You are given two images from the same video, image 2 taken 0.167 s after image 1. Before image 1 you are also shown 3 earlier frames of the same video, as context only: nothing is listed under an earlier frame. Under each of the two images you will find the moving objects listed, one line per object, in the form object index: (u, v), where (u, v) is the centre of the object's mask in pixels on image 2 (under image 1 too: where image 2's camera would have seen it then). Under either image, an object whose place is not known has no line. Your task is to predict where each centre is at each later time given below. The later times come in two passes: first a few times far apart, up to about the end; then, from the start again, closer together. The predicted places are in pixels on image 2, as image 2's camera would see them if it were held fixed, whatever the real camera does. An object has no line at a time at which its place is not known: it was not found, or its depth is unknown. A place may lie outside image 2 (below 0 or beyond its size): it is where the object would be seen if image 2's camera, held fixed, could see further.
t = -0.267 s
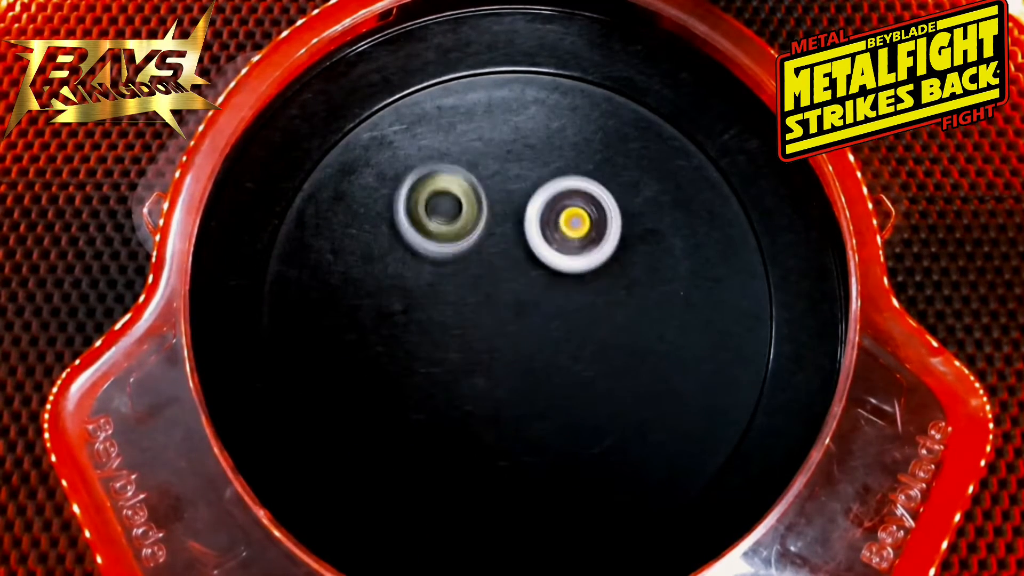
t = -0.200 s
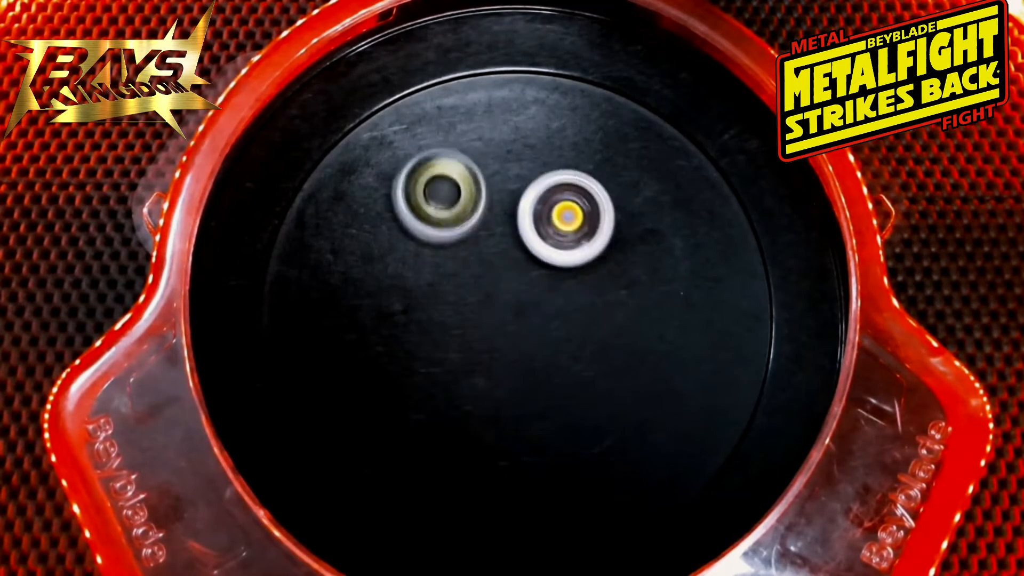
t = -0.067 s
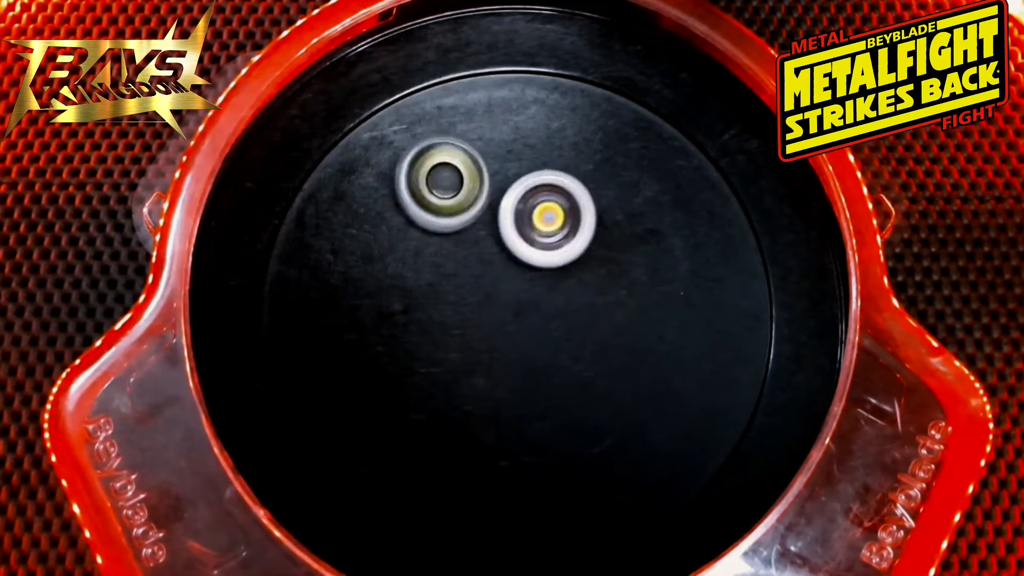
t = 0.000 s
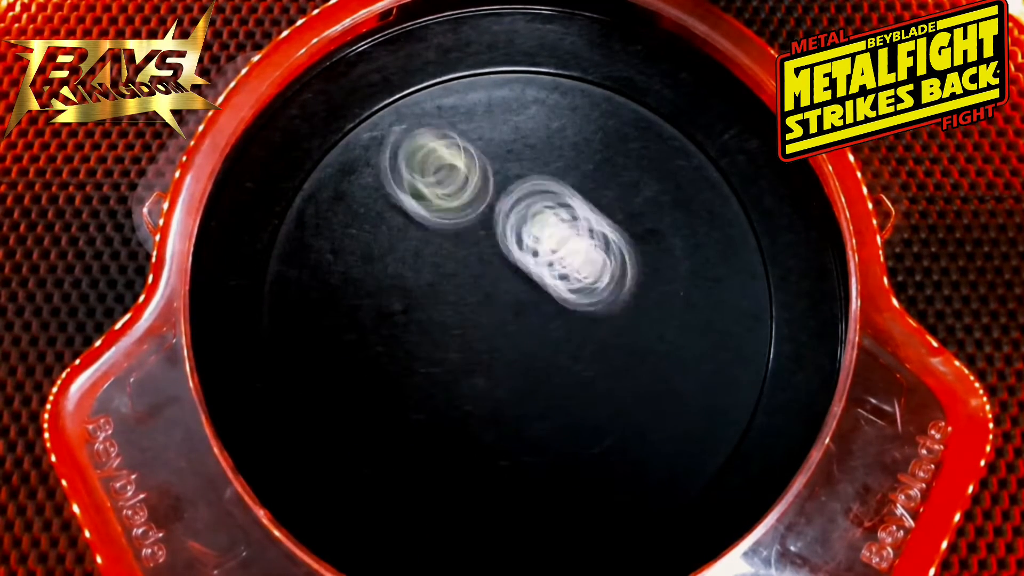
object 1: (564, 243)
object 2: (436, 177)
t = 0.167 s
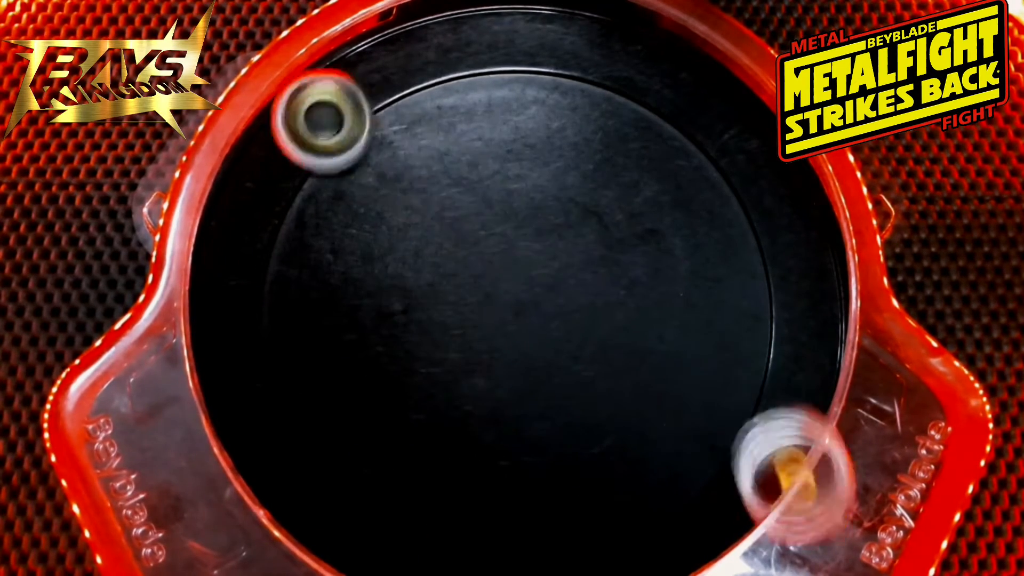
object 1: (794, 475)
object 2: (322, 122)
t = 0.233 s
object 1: (784, 515)
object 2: (319, 139)
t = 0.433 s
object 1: (614, 496)
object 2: (405, 258)
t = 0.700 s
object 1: (352, 296)
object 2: (567, 300)
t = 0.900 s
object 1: (338, 179)
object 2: (669, 290)
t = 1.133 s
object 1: (482, 258)
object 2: (706, 252)
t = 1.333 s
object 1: (565, 444)
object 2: (663, 217)
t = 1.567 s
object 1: (454, 485)
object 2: (569, 254)
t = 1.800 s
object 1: (427, 241)
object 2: (503, 353)
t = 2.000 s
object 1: (449, 132)
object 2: (470, 427)
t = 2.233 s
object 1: (499, 252)
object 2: (476, 460)
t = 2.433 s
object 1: (670, 358)
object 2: (447, 434)
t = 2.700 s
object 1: (763, 334)
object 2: (421, 365)
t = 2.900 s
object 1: (597, 317)
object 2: (418, 298)
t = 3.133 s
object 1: (572, 385)
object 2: (341, 194)
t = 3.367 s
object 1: (631, 440)
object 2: (334, 198)
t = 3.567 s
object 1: (575, 388)
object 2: (425, 224)
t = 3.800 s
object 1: (499, 324)
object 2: (535, 220)
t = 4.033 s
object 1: (479, 352)
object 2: (625, 209)
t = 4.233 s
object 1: (488, 348)
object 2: (667, 231)
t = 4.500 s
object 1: (511, 318)
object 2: (647, 311)
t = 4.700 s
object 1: (521, 304)
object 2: (607, 380)
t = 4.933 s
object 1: (508, 313)
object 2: (544, 436)
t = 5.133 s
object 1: (495, 334)
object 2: (482, 446)
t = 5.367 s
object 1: (550, 248)
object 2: (410, 445)
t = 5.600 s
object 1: (601, 225)
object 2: (390, 388)
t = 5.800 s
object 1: (533, 263)
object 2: (406, 316)
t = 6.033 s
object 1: (581, 330)
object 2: (382, 243)
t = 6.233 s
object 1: (550, 342)
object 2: (417, 211)
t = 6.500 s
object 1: (473, 336)
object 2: (508, 200)
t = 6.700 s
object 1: (430, 330)
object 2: (575, 214)
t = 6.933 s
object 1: (420, 316)
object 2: (630, 257)
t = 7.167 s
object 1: (446, 290)
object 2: (636, 325)
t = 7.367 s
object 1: (469, 269)
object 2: (605, 378)
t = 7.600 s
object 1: (491, 234)
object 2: (538, 414)
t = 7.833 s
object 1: (511, 217)
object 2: (465, 403)
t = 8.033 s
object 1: (527, 221)
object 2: (421, 368)
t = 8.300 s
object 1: (558, 245)
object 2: (413, 293)
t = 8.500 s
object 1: (569, 267)
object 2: (438, 241)
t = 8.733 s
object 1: (587, 297)
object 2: (495, 206)
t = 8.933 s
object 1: (584, 316)
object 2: (554, 205)
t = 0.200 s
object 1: (795, 500)
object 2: (319, 129)
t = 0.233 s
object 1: (784, 515)
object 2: (319, 139)
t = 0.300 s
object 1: (723, 517)
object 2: (335, 178)
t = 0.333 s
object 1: (704, 520)
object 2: (348, 200)
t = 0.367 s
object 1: (682, 519)
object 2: (365, 223)
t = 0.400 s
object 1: (652, 512)
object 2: (385, 242)
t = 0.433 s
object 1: (614, 496)
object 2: (405, 258)
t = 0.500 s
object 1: (539, 454)
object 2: (450, 280)
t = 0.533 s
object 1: (502, 430)
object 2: (469, 287)
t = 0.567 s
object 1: (466, 405)
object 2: (490, 292)
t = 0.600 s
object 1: (432, 378)
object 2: (509, 295)
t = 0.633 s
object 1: (401, 352)
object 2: (529, 298)
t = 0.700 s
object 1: (352, 296)
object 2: (567, 300)
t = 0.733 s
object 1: (335, 269)
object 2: (586, 301)
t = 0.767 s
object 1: (326, 243)
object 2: (604, 300)
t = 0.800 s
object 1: (322, 220)
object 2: (622, 299)
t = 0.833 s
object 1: (323, 201)
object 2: (638, 297)
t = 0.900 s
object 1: (338, 179)
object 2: (669, 290)
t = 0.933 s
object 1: (351, 175)
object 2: (682, 286)
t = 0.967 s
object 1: (367, 176)
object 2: (693, 280)
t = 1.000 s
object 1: (387, 183)
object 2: (702, 275)
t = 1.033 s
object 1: (408, 196)
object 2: (708, 268)
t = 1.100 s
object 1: (456, 235)
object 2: (710, 257)
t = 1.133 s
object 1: (482, 258)
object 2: (706, 252)
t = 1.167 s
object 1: (511, 280)
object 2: (700, 249)
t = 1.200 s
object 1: (542, 299)
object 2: (687, 247)
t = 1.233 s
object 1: (573, 315)
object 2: (673, 248)
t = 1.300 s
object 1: (583, 389)
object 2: (664, 229)
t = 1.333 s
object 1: (565, 444)
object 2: (663, 217)
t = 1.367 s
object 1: (547, 492)
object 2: (656, 209)
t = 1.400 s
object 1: (529, 526)
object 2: (644, 209)
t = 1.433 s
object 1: (511, 546)
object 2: (628, 213)
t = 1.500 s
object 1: (479, 532)
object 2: (597, 230)
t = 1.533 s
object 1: (465, 514)
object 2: (582, 242)
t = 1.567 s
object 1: (454, 485)
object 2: (569, 254)
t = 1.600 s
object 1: (446, 453)
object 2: (557, 267)
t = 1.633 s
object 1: (440, 418)
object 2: (545, 282)
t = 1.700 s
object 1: (431, 345)
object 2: (526, 311)
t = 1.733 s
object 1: (428, 310)
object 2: (518, 324)
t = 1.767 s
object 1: (428, 275)
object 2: (510, 338)
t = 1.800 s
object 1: (427, 241)
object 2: (503, 353)
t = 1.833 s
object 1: (426, 212)
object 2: (495, 366)
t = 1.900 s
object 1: (432, 166)
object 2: (483, 392)
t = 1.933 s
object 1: (437, 148)
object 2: (477, 404)
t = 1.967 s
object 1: (443, 137)
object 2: (473, 416)
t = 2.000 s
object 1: (449, 132)
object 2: (470, 427)
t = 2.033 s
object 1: (457, 132)
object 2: (468, 437)
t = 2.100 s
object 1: (471, 150)
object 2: (468, 454)
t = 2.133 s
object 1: (477, 169)
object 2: (469, 459)
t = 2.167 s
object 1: (483, 193)
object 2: (470, 462)
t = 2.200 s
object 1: (490, 221)
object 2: (473, 463)
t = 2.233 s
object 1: (499, 252)
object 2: (476, 460)
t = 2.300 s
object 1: (526, 315)
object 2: (483, 447)
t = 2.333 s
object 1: (543, 345)
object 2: (486, 436)
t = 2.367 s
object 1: (579, 358)
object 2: (475, 435)
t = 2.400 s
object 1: (626, 358)
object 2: (458, 437)
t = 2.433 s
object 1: (670, 358)
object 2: (447, 434)
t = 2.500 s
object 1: (742, 357)
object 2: (436, 422)
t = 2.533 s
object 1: (764, 353)
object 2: (433, 414)
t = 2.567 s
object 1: (775, 348)
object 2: (430, 406)
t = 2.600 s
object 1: (778, 343)
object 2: (427, 397)
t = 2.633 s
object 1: (778, 339)
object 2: (424, 387)
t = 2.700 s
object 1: (763, 334)
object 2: (421, 365)
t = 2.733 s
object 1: (745, 330)
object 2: (421, 354)
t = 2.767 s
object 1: (721, 327)
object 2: (420, 343)
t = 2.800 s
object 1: (694, 324)
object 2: (419, 332)
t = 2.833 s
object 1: (663, 321)
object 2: (418, 321)
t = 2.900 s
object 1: (597, 317)
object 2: (418, 298)
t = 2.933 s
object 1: (566, 313)
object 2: (420, 286)
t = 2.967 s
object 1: (534, 309)
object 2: (421, 276)
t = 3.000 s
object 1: (514, 310)
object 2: (418, 263)
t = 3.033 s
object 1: (526, 326)
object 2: (391, 238)
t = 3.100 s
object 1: (556, 366)
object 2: (352, 203)
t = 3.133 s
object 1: (572, 385)
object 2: (341, 194)
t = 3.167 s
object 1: (587, 403)
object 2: (333, 191)
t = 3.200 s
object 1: (601, 419)
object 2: (327, 190)
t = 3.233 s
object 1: (613, 431)
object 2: (323, 189)
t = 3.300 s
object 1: (628, 444)
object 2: (323, 191)
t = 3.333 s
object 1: (631, 444)
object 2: (327, 194)
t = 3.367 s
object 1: (631, 440)
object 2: (334, 198)
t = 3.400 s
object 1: (627, 434)
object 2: (344, 203)
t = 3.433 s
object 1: (620, 427)
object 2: (356, 208)
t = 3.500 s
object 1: (601, 409)
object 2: (390, 218)
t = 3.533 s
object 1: (588, 399)
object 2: (407, 222)
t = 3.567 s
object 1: (575, 388)
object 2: (425, 224)
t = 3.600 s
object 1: (561, 378)
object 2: (442, 225)
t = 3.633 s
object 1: (546, 367)
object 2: (458, 225)
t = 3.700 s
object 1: (523, 344)
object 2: (489, 225)
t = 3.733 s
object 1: (514, 334)
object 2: (504, 224)
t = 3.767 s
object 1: (507, 324)
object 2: (519, 224)
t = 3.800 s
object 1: (499, 324)
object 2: (535, 220)
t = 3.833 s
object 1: (491, 328)
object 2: (550, 216)
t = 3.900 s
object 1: (483, 338)
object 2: (577, 212)
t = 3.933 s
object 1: (481, 343)
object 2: (590, 210)
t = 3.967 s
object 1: (479, 347)
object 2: (602, 209)
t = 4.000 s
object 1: (479, 350)
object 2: (614, 209)
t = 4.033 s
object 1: (479, 352)
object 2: (625, 209)
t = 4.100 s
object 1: (481, 354)
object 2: (644, 213)
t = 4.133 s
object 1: (482, 354)
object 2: (652, 216)
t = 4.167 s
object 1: (484, 352)
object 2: (658, 220)
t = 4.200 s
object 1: (486, 351)
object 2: (664, 225)
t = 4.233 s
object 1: (488, 348)
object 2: (667, 231)
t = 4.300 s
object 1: (493, 341)
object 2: (670, 246)
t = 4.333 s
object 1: (495, 337)
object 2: (669, 256)
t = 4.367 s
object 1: (498, 333)
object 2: (666, 266)
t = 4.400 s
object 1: (501, 329)
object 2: (663, 277)
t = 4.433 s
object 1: (504, 325)
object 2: (658, 288)
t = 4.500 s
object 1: (511, 318)
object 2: (647, 311)
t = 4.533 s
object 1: (514, 315)
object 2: (641, 324)
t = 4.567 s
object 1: (516, 312)
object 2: (635, 335)
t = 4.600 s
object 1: (518, 310)
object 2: (628, 347)
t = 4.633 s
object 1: (520, 308)
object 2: (622, 358)
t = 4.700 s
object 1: (521, 304)
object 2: (607, 380)
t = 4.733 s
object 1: (520, 303)
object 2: (599, 390)
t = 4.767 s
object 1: (520, 303)
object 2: (591, 399)
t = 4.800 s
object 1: (518, 304)
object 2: (582, 408)
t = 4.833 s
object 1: (516, 305)
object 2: (573, 416)
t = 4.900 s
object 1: (510, 310)
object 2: (553, 430)
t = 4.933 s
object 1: (508, 313)
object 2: (544, 436)
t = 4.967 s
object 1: (506, 317)
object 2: (533, 440)
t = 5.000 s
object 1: (503, 321)
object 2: (523, 444)
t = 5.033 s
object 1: (500, 325)
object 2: (512, 446)
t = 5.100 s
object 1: (497, 332)
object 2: (491, 447)
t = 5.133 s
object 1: (495, 334)
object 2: (482, 446)
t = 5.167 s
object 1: (494, 336)
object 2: (472, 443)
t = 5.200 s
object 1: (493, 337)
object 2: (463, 439)
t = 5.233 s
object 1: (494, 334)
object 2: (453, 437)
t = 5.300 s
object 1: (520, 287)
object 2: (427, 448)
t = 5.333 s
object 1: (535, 265)
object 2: (418, 448)
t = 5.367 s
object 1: (550, 248)
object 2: (410, 445)
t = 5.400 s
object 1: (566, 235)
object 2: (404, 441)
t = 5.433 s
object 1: (580, 227)
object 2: (399, 435)
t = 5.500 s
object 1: (600, 222)
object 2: (392, 419)
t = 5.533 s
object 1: (604, 221)
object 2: (390, 410)
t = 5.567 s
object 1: (604, 223)
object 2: (389, 399)
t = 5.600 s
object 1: (601, 225)
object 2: (390, 388)
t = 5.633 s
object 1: (594, 229)
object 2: (391, 376)
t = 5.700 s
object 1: (573, 239)
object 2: (396, 352)
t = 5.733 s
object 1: (560, 246)
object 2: (399, 340)
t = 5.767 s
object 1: (547, 254)
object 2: (402, 328)
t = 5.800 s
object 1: (533, 263)
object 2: (406, 316)
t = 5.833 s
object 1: (519, 273)
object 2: (411, 303)
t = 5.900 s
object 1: (541, 294)
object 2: (389, 280)
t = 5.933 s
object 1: (557, 305)
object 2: (384, 271)
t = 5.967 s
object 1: (568, 315)
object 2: (382, 261)
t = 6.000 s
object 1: (576, 323)
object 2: (381, 251)
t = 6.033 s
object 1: (581, 330)
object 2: (382, 243)
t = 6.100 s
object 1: (578, 340)
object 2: (387, 229)
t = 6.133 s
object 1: (573, 342)
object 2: (392, 224)
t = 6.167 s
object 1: (566, 342)
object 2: (399, 219)
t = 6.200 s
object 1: (558, 342)
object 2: (407, 215)
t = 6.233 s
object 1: (550, 342)
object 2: (417, 211)
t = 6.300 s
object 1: (531, 340)
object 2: (437, 205)
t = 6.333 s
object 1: (521, 340)
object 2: (448, 203)
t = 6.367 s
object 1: (511, 339)
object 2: (460, 202)
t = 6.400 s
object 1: (501, 339)
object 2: (472, 200)
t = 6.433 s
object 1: (492, 338)
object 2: (483, 200)
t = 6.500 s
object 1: (473, 336)
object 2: (508, 200)
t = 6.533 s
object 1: (465, 334)
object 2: (520, 202)
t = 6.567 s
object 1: (456, 333)
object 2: (532, 203)
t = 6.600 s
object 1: (449, 332)
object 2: (543, 205)
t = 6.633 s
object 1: (442, 332)
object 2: (554, 208)
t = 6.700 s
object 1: (430, 330)
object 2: (575, 214)
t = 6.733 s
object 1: (426, 328)
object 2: (585, 218)
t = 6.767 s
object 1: (422, 327)
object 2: (595, 223)
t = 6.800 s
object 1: (420, 325)
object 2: (603, 228)
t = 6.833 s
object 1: (419, 323)
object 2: (611, 234)
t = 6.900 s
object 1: (419, 319)
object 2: (625, 248)
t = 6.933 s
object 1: (420, 316)
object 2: (630, 257)
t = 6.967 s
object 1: (422, 313)
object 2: (635, 266)
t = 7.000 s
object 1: (425, 309)
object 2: (638, 275)
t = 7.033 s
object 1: (429, 306)
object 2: (639, 284)
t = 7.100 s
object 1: (438, 298)
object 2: (639, 305)
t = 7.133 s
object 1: (442, 294)
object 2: (638, 315)
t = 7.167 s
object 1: (446, 290)
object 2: (636, 325)
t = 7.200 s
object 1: (450, 286)
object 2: (633, 334)
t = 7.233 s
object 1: (454, 282)
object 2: (629, 344)
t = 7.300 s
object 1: (461, 276)
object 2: (619, 362)
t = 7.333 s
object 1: (465, 273)
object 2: (612, 370)
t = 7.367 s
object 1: (469, 269)
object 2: (605, 378)
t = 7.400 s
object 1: (473, 265)
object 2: (597, 386)
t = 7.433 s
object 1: (476, 259)
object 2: (588, 393)
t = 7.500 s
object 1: (483, 249)
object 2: (569, 404)
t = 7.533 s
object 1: (486, 244)
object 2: (559, 408)
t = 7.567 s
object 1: (488, 239)
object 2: (548, 412)
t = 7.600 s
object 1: (491, 234)
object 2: (538, 414)
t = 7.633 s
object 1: (493, 229)
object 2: (528, 415)
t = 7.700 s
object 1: (499, 223)
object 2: (506, 415)
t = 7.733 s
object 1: (502, 221)
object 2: (495, 413)
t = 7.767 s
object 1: (504, 219)
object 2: (485, 411)
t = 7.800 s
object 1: (508, 218)
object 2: (475, 407)
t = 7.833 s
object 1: (511, 217)
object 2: (465, 403)
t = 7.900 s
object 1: (516, 216)
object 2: (449, 394)
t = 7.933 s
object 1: (519, 217)
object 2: (441, 389)
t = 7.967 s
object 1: (521, 218)
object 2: (433, 382)
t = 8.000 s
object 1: (524, 219)
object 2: (426, 375)
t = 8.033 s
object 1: (527, 221)
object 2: (421, 368)
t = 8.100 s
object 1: (534, 226)
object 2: (413, 350)
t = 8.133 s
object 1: (538, 229)
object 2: (410, 341)
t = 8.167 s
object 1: (541, 232)
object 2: (408, 332)
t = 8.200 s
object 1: (546, 236)
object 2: (408, 322)
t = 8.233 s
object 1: (550, 239)
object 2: (407, 313)
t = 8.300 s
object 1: (558, 245)
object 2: (413, 293)
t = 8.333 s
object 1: (560, 248)
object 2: (416, 283)
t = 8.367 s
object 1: (562, 251)
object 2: (419, 275)
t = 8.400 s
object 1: (564, 254)
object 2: (423, 266)
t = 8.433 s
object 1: (565, 258)
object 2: (428, 257)
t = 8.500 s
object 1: (569, 267)
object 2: (438, 241)
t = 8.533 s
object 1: (572, 272)
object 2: (445, 234)
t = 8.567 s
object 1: (575, 277)
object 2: (452, 227)
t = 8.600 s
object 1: (578, 281)
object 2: (460, 222)
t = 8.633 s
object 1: (580, 285)
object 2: (469, 217)
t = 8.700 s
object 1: (585, 293)
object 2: (485, 209)
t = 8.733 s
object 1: (587, 297)
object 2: (495, 206)
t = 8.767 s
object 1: (588, 301)
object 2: (504, 204)
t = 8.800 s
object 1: (588, 304)
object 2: (515, 203)
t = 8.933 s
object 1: (584, 316)
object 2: (554, 205)
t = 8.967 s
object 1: (581, 319)
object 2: (562, 207)
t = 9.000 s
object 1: (579, 323)
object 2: (571, 209)
